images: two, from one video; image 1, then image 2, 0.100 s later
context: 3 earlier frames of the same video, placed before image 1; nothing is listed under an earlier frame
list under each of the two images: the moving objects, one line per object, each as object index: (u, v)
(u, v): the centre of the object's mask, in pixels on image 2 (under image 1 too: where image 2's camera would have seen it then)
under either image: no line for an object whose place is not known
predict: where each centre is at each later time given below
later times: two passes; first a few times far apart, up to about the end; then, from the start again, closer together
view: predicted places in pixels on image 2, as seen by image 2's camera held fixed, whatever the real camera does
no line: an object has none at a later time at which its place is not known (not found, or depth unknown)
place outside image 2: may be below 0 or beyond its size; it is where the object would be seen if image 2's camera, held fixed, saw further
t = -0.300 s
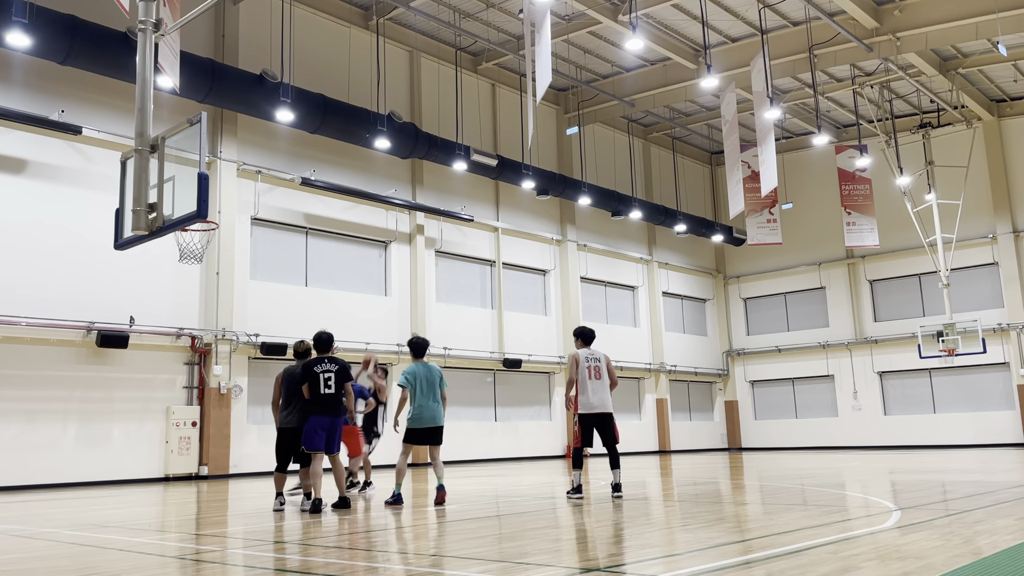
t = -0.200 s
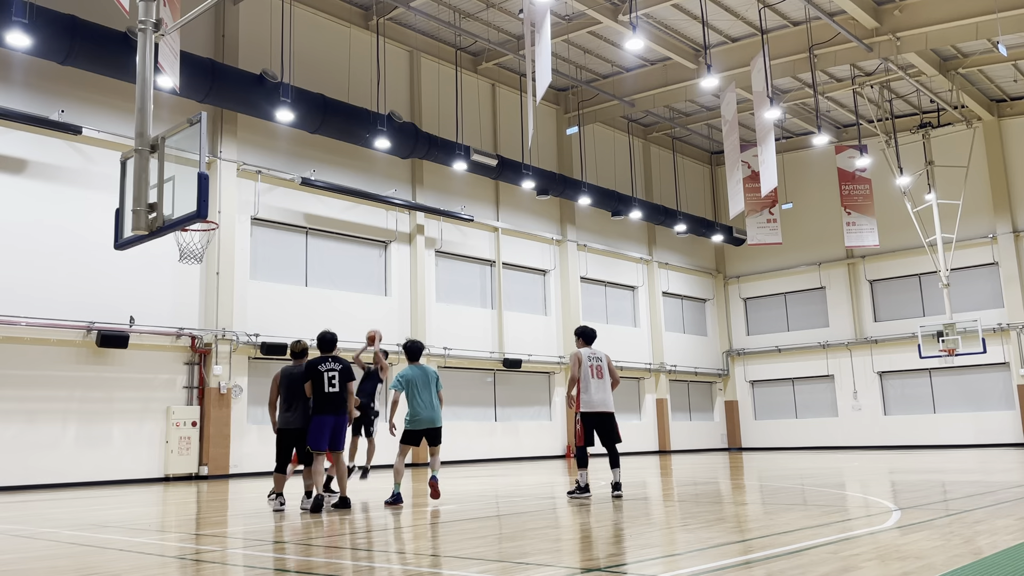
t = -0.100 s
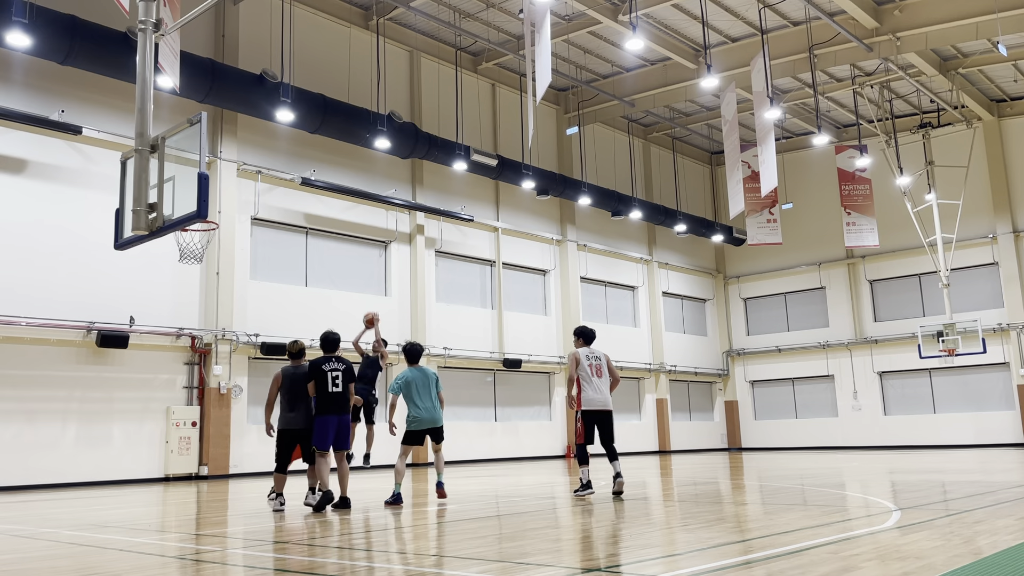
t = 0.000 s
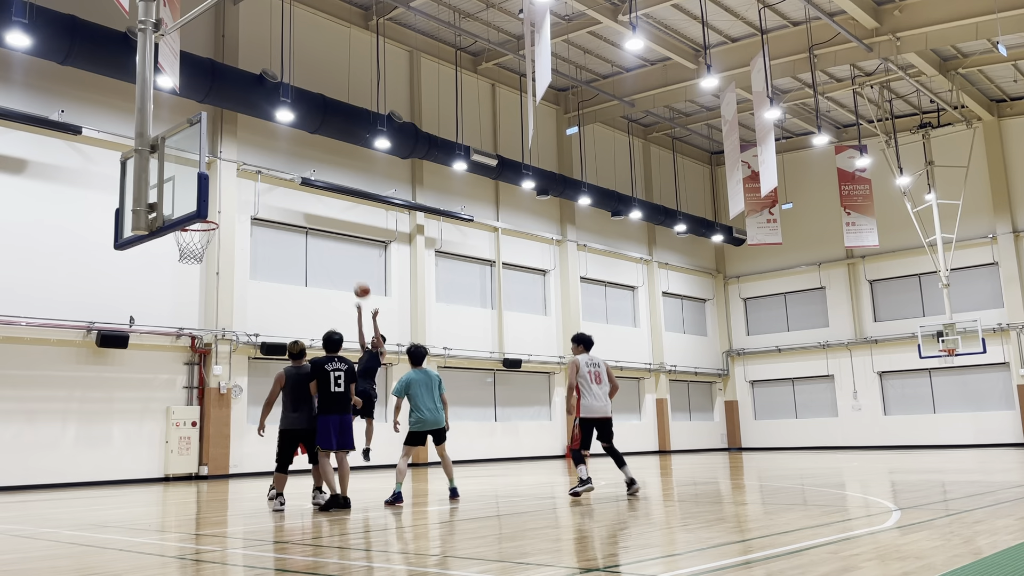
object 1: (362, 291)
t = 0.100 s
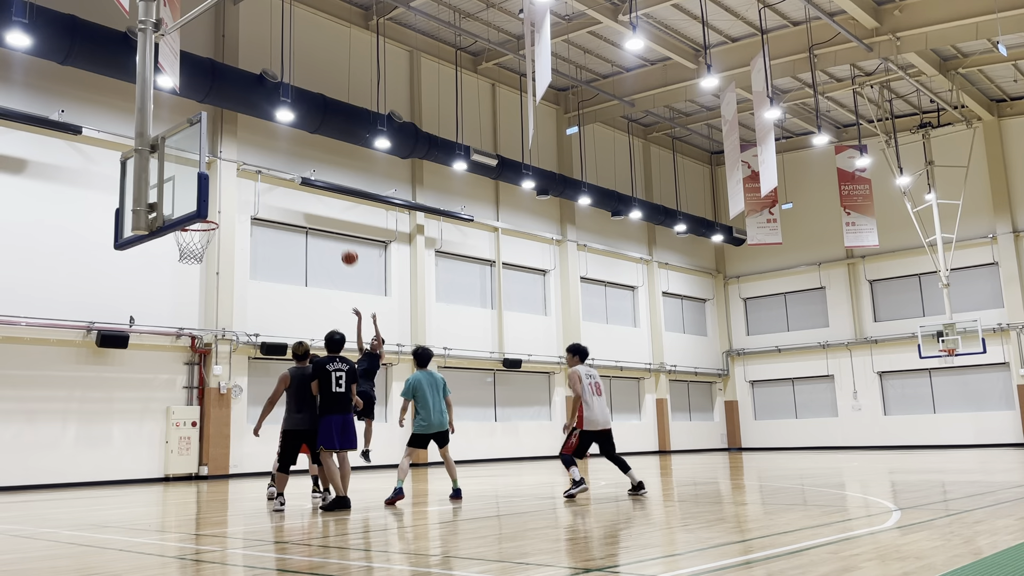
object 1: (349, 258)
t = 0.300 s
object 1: (322, 207)
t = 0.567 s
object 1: (283, 179)
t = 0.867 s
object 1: (230, 212)
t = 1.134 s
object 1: (190, 306)
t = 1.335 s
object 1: (153, 442)
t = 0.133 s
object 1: (345, 247)
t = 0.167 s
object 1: (341, 238)
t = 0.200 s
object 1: (336, 229)
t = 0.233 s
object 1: (332, 222)
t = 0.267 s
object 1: (327, 214)
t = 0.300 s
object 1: (322, 207)
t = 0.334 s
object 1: (318, 201)
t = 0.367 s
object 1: (313, 196)
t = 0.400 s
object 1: (308, 190)
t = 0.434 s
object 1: (304, 187)
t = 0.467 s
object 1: (299, 184)
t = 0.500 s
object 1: (294, 181)
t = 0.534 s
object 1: (289, 180)
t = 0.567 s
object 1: (283, 179)
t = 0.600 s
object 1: (277, 178)
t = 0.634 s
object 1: (273, 179)
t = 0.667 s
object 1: (266, 181)
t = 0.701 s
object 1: (261, 183)
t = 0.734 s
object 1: (255, 187)
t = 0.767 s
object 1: (249, 191)
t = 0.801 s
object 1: (243, 197)
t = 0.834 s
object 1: (236, 204)
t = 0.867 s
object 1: (230, 212)
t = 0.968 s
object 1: (215, 239)
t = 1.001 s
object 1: (210, 249)
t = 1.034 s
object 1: (205, 261)
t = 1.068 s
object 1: (200, 275)
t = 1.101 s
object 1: (195, 290)
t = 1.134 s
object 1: (190, 306)
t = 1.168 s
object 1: (184, 325)
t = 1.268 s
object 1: (166, 390)
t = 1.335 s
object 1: (153, 442)
